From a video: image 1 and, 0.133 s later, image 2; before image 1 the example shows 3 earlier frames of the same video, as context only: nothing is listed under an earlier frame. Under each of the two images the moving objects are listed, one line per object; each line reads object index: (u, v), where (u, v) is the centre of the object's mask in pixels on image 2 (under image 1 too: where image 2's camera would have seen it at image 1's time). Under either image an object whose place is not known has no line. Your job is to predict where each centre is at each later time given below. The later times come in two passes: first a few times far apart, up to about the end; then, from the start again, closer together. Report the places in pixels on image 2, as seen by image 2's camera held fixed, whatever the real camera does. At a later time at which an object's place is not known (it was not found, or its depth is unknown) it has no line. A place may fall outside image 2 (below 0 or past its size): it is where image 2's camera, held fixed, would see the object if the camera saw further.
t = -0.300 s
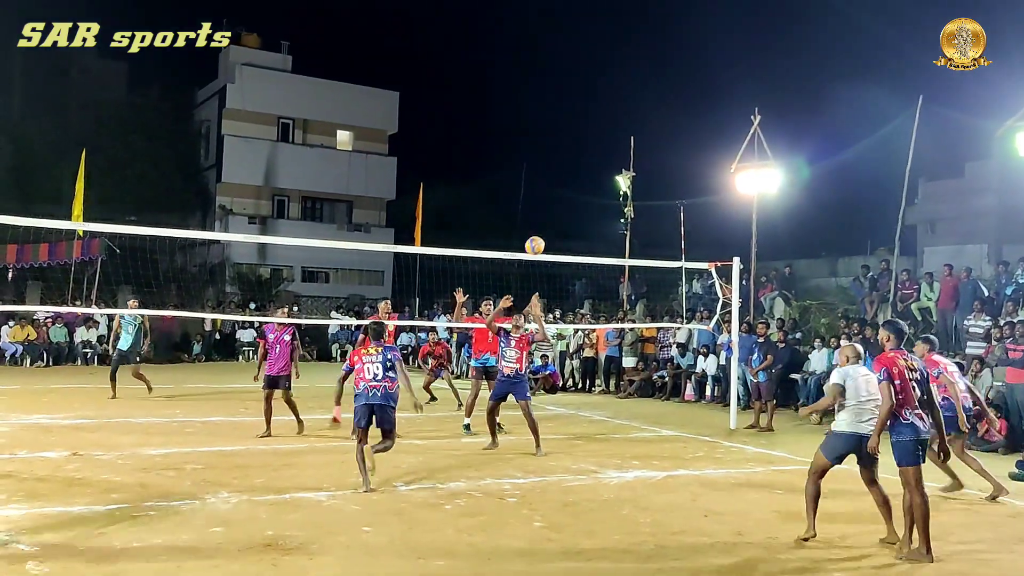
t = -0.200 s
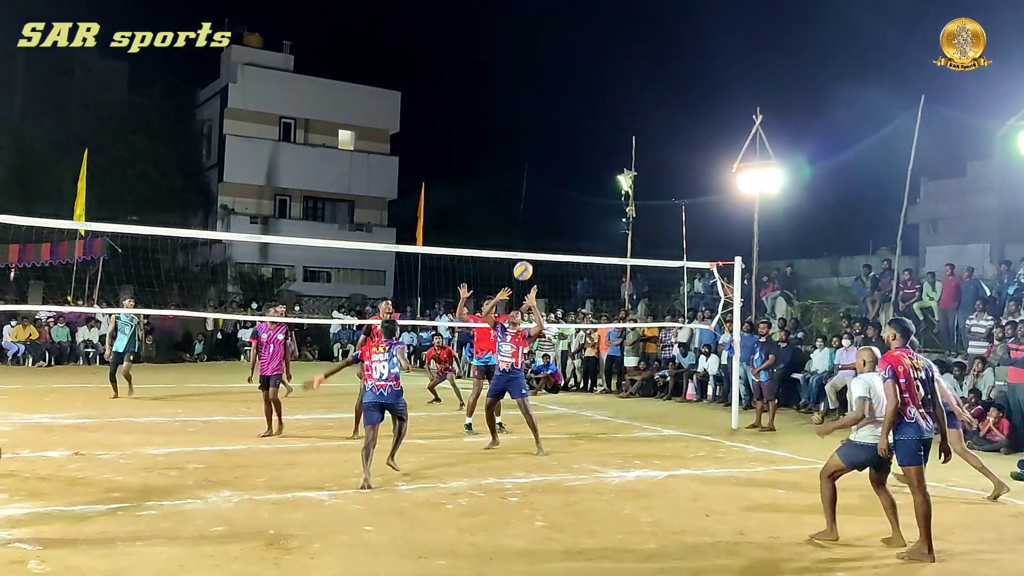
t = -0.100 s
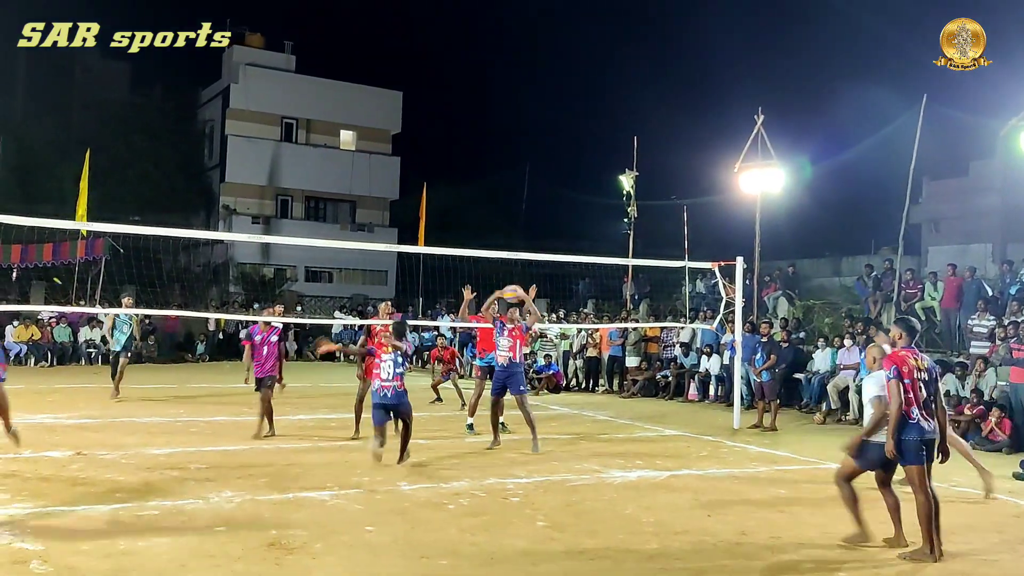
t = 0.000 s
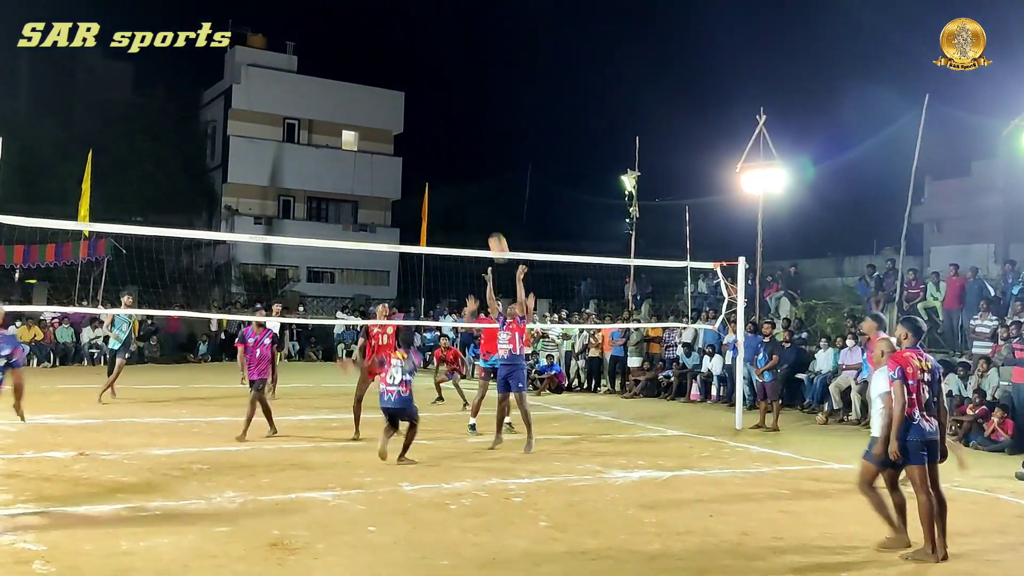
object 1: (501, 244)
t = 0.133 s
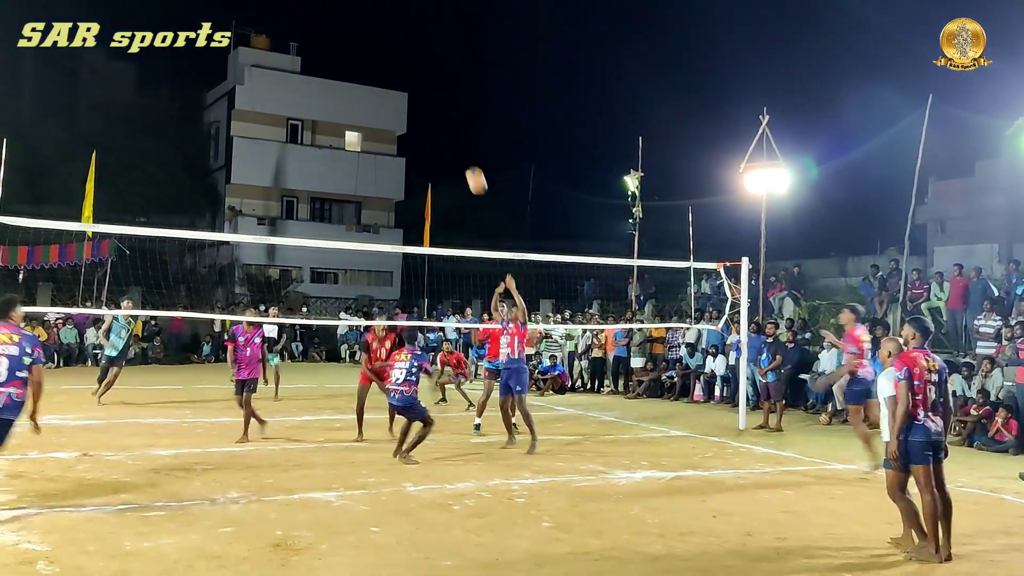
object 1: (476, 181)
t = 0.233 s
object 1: (457, 139)
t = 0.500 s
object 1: (400, 63)
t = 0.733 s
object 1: (347, 44)
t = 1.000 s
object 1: (282, 79)
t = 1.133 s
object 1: (245, 124)
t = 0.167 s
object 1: (470, 165)
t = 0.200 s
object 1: (463, 151)
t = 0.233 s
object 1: (457, 139)
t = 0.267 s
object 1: (449, 126)
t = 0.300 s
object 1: (443, 114)
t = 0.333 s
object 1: (436, 104)
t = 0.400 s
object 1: (422, 85)
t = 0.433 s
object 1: (415, 77)
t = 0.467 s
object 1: (407, 69)
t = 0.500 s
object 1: (400, 63)
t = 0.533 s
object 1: (393, 58)
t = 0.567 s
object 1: (385, 53)
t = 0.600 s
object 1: (378, 49)
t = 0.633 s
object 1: (370, 47)
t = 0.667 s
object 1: (363, 45)
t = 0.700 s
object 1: (355, 44)
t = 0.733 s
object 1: (347, 44)
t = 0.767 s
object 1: (339, 45)
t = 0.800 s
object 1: (331, 47)
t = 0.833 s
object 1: (323, 50)
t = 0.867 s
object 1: (315, 54)
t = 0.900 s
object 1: (307, 59)
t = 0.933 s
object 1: (299, 64)
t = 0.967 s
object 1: (290, 71)
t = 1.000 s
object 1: (282, 79)
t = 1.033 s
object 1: (273, 88)
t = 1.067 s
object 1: (265, 98)
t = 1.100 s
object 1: (254, 112)
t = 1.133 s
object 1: (245, 124)
